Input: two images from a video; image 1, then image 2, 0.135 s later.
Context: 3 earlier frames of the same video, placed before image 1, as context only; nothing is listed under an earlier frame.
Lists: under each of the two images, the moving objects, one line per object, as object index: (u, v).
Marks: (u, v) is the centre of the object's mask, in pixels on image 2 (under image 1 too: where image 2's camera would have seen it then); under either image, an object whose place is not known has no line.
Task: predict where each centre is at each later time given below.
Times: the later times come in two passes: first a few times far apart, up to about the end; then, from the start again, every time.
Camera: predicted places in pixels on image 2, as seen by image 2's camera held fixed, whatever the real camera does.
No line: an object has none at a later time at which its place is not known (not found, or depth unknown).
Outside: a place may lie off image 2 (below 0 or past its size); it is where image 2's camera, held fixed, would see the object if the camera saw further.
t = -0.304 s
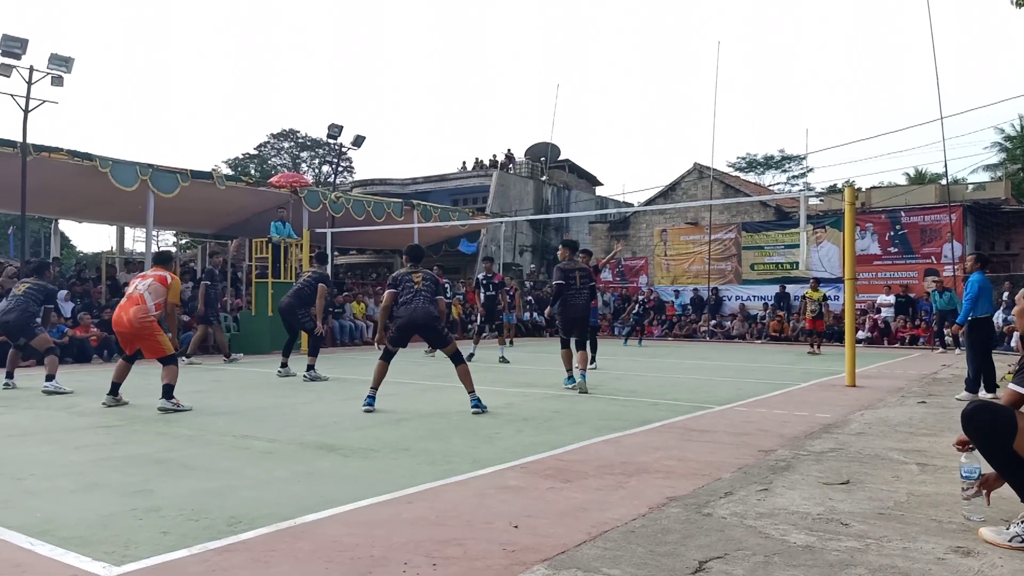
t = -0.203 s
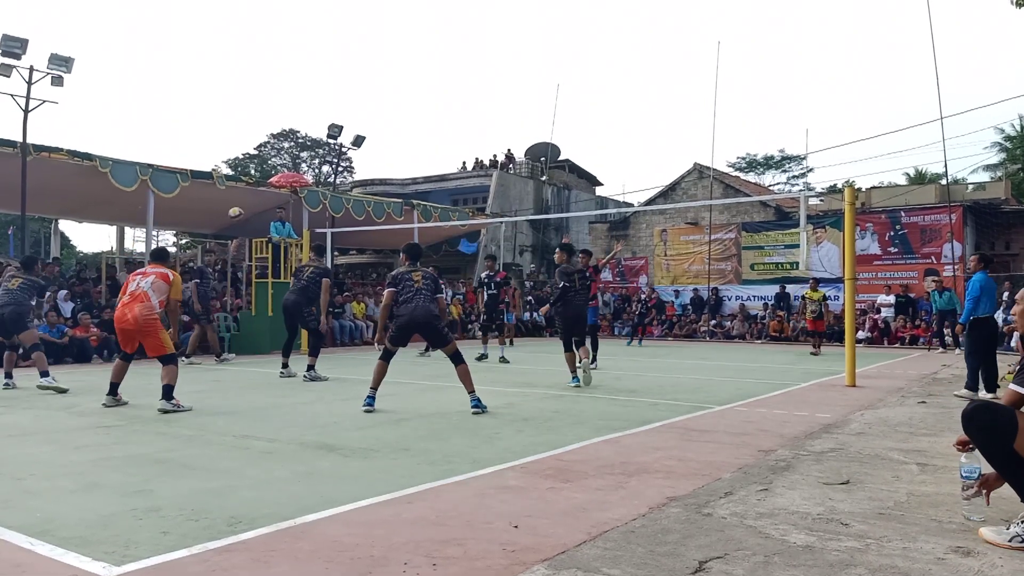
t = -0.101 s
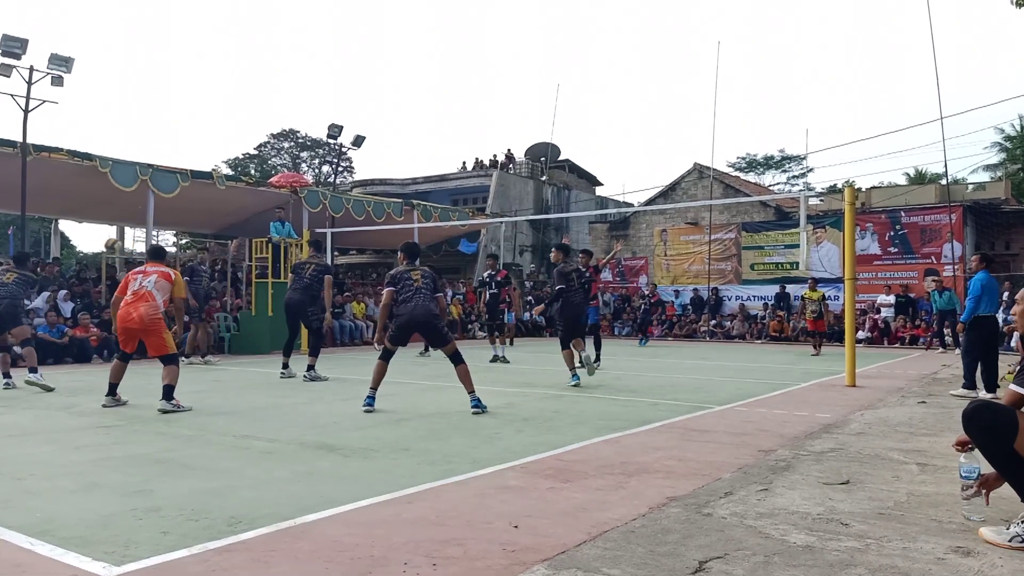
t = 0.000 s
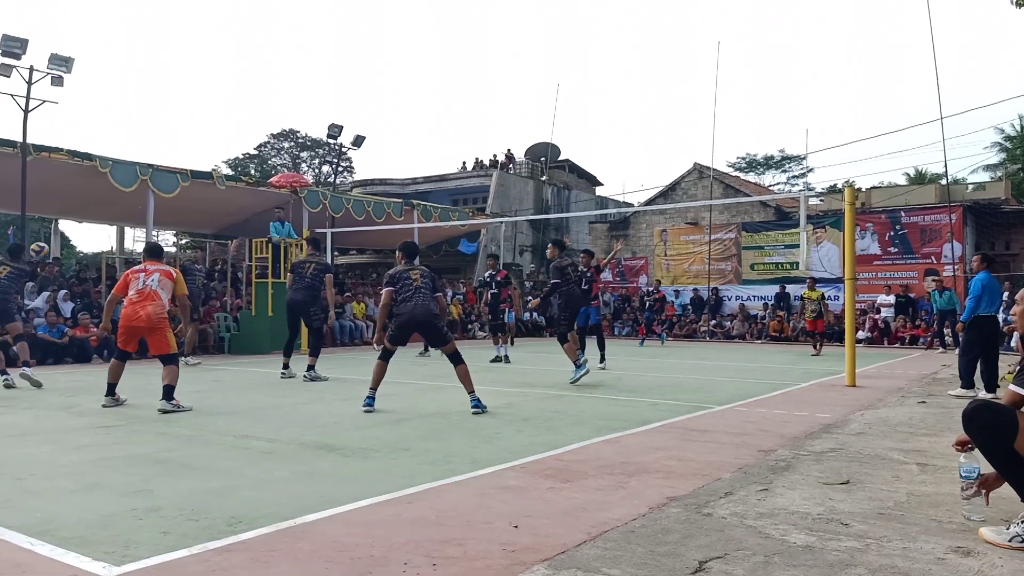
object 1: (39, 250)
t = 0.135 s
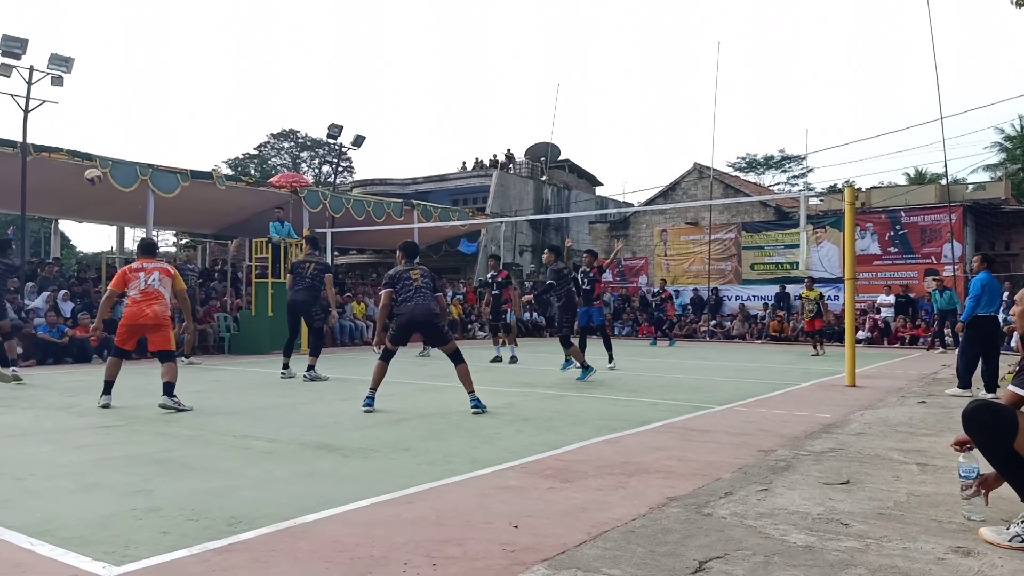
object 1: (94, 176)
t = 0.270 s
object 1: (143, 121)
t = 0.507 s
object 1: (222, 60)
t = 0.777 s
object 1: (302, 40)
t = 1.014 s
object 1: (366, 61)
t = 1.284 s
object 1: (436, 125)
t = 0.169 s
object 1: (105, 162)
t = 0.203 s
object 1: (119, 147)
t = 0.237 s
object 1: (131, 134)
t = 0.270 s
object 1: (143, 121)
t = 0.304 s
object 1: (155, 110)
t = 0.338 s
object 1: (167, 99)
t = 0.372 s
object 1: (178, 90)
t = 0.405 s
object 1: (189, 81)
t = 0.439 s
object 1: (200, 73)
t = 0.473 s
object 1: (211, 66)
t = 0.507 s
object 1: (222, 60)
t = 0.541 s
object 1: (232, 54)
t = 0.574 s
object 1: (242, 50)
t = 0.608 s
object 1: (253, 46)
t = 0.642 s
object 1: (263, 43)
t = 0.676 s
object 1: (273, 41)
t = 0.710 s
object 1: (283, 40)
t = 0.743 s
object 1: (292, 40)
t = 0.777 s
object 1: (302, 40)
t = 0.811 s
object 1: (311, 41)
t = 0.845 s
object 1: (321, 42)
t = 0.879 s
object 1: (330, 44)
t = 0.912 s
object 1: (339, 48)
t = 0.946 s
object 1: (348, 51)
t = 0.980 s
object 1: (357, 56)
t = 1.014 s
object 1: (366, 61)
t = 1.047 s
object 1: (375, 67)
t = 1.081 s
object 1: (384, 73)
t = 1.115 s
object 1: (393, 81)
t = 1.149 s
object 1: (402, 88)
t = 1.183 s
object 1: (410, 97)
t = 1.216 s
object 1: (419, 105)
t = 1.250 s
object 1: (427, 115)
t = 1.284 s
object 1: (436, 125)
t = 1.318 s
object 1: (444, 136)
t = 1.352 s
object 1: (452, 148)
